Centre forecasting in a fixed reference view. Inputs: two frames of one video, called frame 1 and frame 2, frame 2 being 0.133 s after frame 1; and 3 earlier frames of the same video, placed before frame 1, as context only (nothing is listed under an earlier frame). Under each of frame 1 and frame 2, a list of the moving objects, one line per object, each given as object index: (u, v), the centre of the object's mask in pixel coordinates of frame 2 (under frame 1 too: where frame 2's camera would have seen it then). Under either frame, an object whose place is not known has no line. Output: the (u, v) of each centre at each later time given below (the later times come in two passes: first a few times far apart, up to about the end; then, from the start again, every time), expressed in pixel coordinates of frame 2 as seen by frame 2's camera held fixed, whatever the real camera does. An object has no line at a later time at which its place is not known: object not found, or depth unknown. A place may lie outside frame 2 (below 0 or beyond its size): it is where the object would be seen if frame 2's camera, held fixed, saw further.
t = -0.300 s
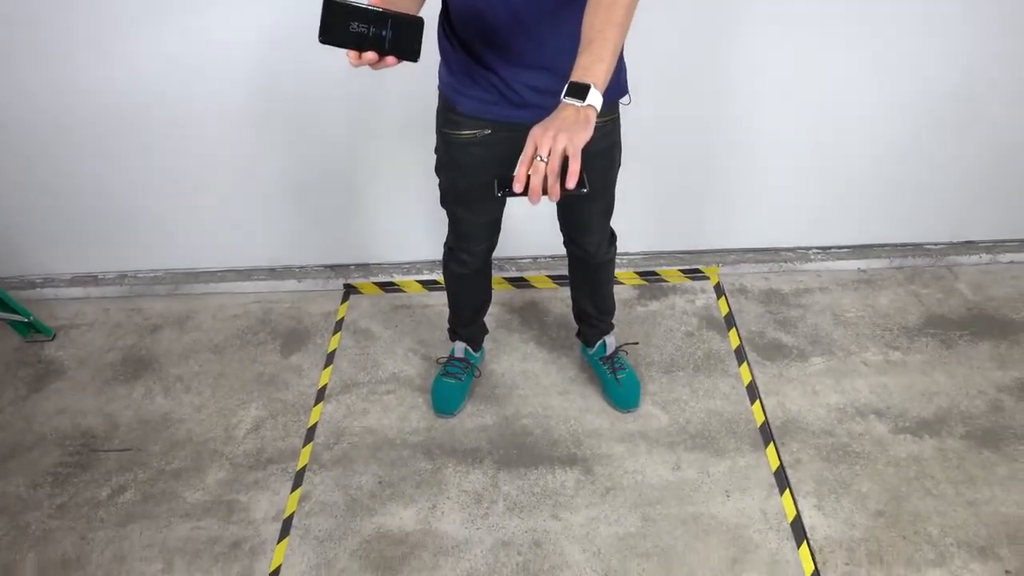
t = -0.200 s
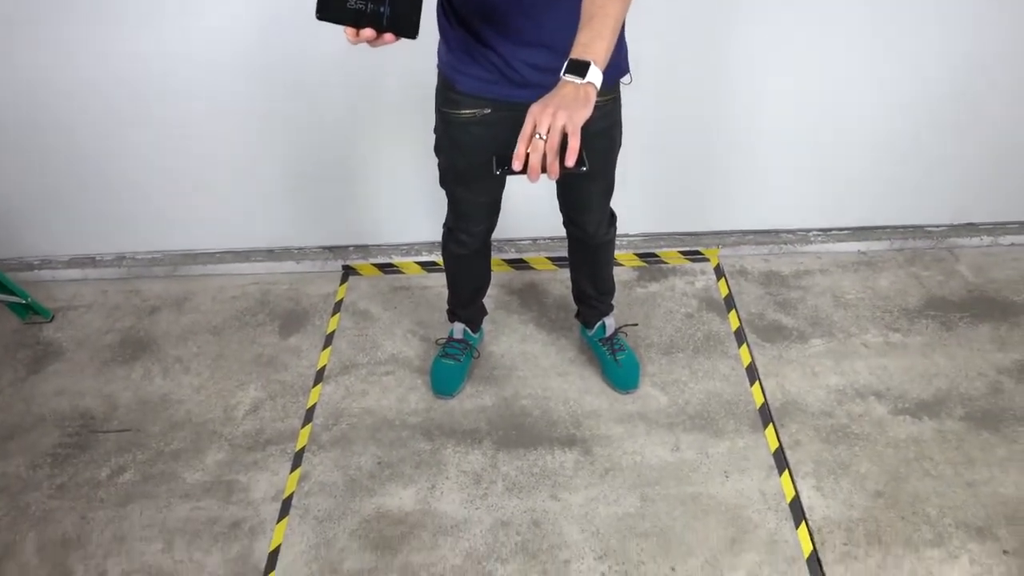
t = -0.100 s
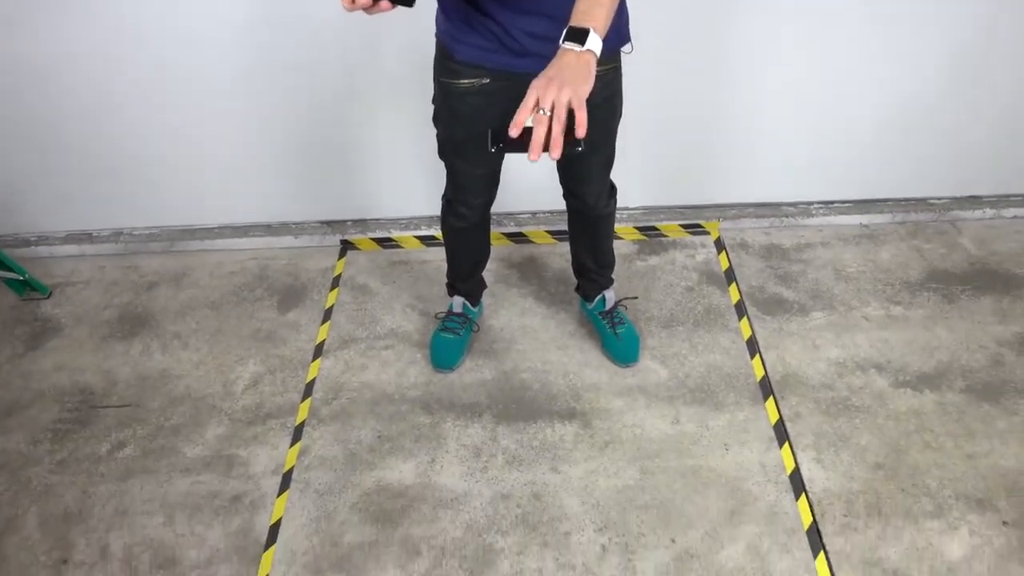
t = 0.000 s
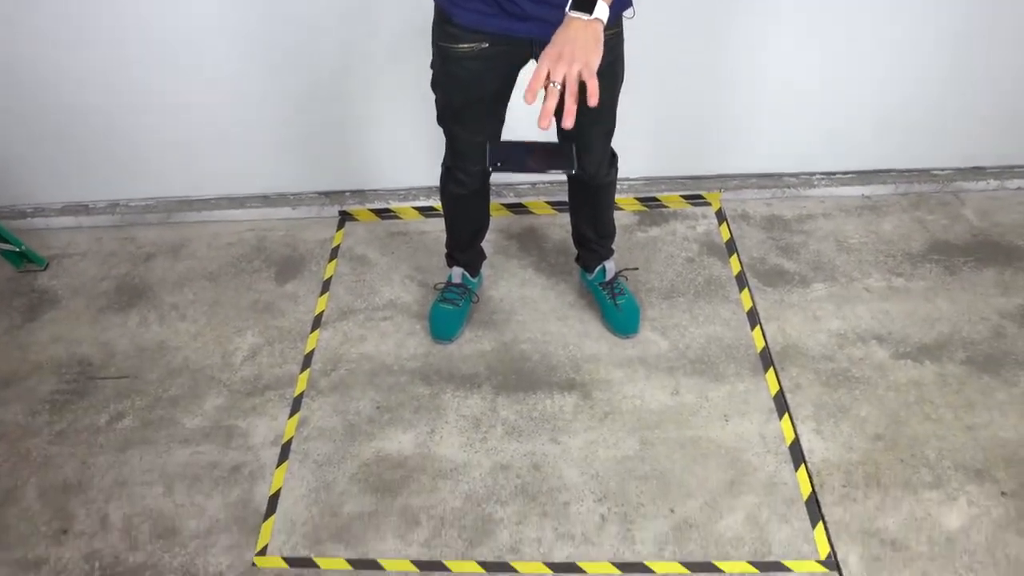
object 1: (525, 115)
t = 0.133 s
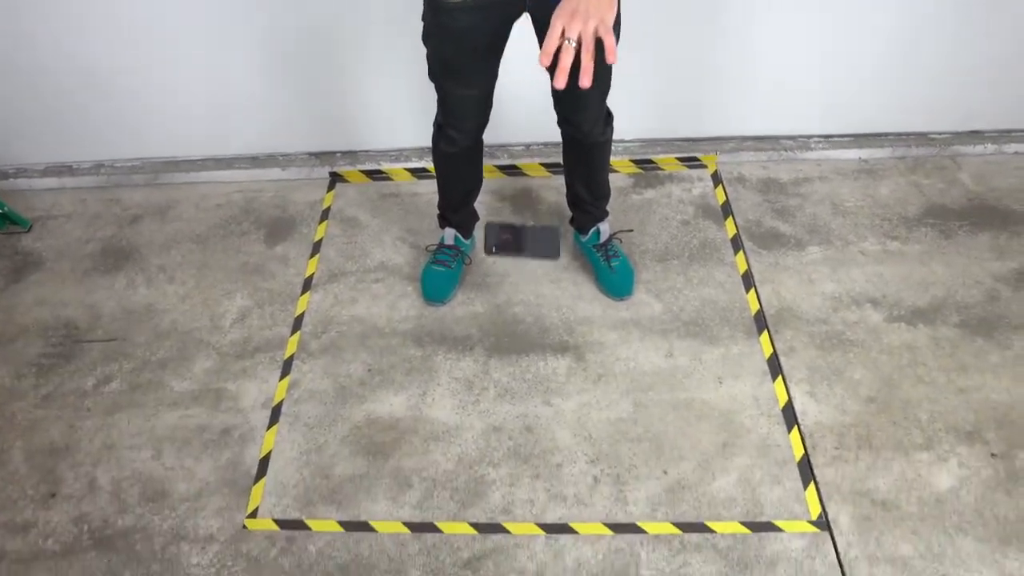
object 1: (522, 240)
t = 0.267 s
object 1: (522, 381)
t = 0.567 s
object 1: (524, 387)
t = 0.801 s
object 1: (524, 388)
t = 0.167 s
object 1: (521, 276)
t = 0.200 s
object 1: (521, 311)
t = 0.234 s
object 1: (521, 346)
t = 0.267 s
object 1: (522, 381)
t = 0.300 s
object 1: (522, 390)
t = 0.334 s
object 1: (522, 382)
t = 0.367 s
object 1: (522, 377)
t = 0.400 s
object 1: (522, 374)
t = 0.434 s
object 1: (522, 375)
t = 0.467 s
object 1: (523, 377)
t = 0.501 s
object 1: (524, 381)
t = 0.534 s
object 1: (524, 386)
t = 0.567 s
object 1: (524, 387)
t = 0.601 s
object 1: (524, 387)
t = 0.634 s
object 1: (524, 387)
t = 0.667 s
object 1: (524, 387)
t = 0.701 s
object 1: (524, 387)
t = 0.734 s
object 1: (524, 387)
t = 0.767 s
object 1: (524, 388)
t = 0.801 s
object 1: (524, 388)
